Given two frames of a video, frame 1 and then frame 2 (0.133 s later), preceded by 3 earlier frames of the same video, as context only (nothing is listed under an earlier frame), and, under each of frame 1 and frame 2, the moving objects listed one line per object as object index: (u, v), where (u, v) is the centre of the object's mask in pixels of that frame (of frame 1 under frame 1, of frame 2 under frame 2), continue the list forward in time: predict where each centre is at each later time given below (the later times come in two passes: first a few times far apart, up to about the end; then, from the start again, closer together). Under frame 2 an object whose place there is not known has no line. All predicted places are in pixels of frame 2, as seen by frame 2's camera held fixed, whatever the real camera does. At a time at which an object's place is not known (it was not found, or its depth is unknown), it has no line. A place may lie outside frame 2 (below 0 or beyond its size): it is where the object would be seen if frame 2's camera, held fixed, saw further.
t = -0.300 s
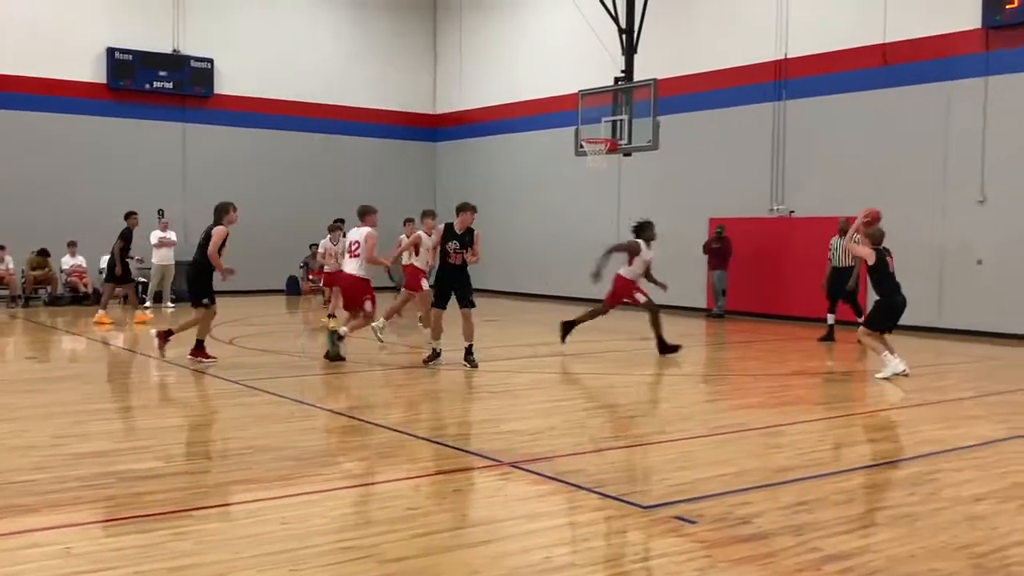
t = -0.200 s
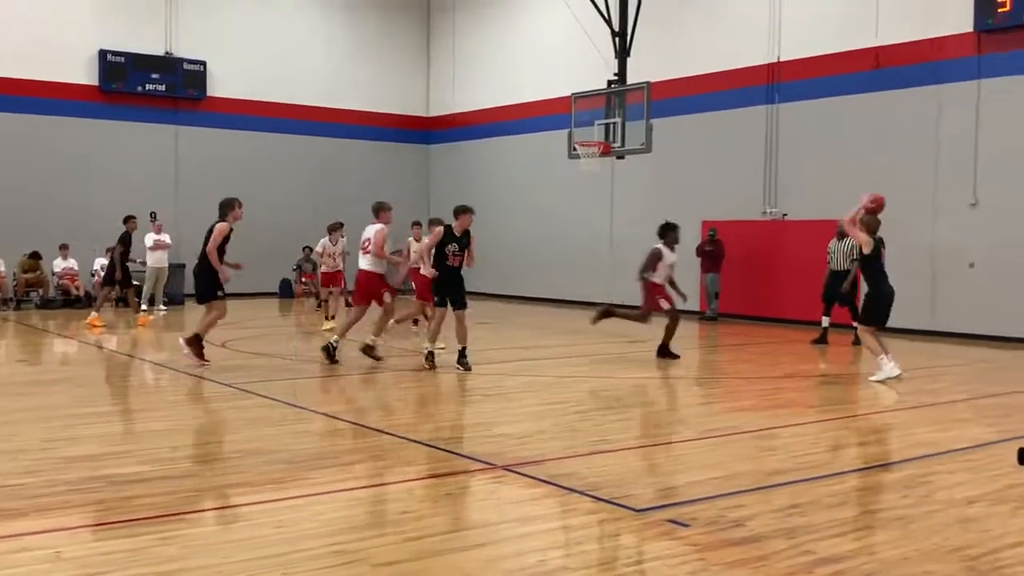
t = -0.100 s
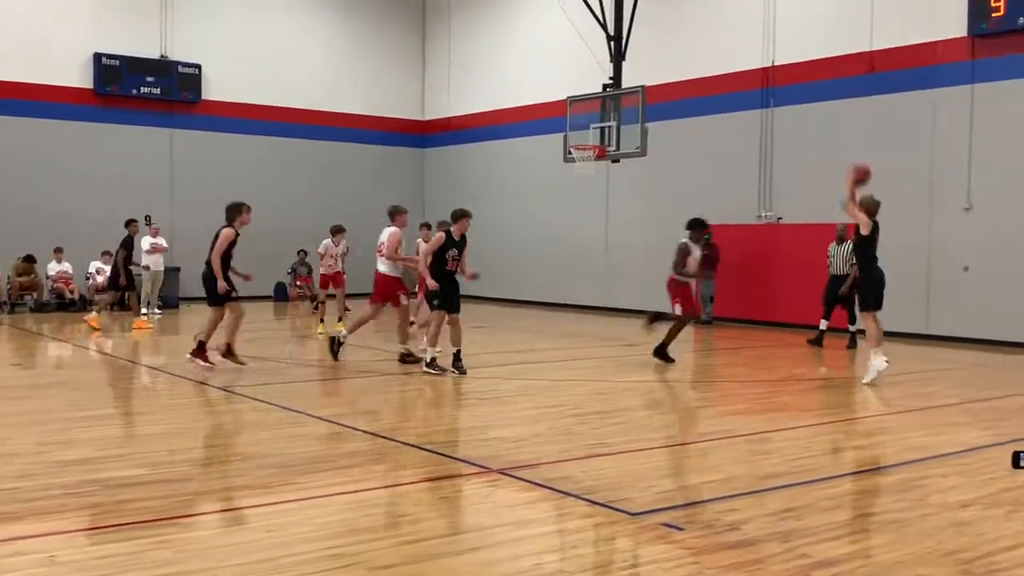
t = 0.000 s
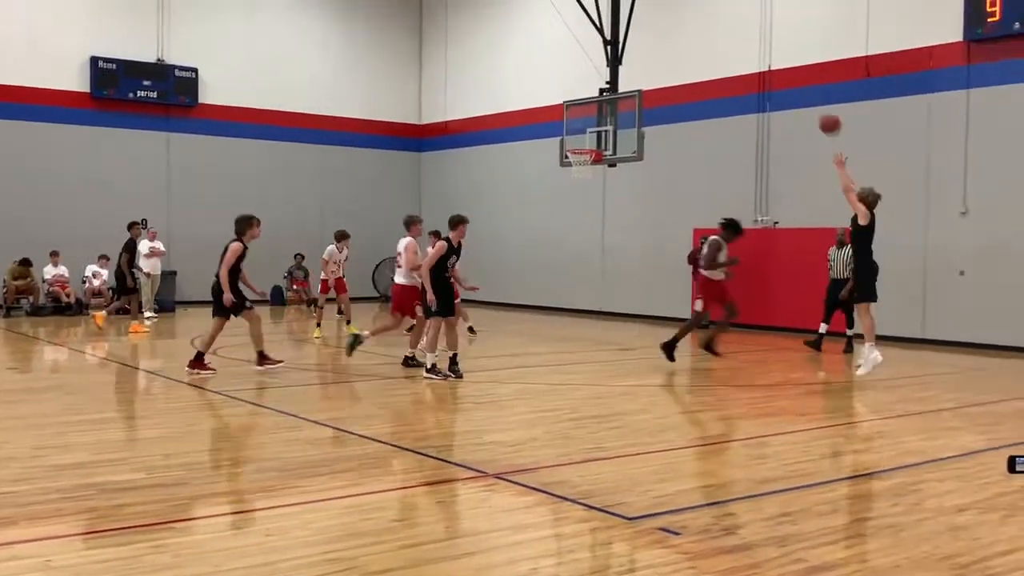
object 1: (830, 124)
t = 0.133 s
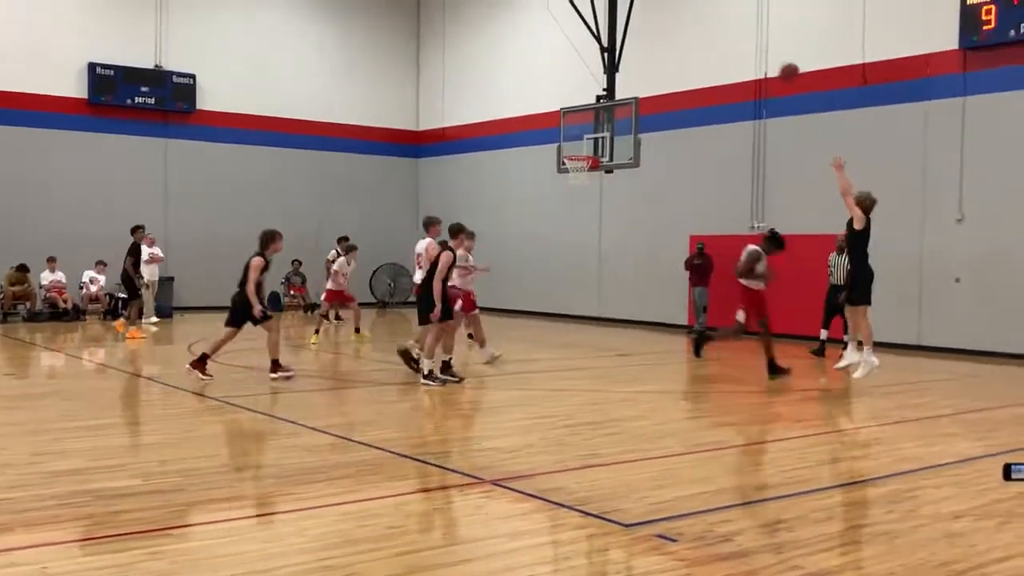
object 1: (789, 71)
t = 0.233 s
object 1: (764, 42)
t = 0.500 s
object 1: (704, 4)
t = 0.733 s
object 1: (658, 17)
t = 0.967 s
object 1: (618, 64)
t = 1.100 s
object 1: (598, 101)
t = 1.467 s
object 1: (580, 141)
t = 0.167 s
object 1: (780, 61)
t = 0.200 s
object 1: (772, 51)
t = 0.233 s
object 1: (764, 42)
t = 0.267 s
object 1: (755, 33)
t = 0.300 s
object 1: (748, 26)
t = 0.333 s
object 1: (740, 20)
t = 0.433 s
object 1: (718, 7)
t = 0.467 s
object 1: (710, 5)
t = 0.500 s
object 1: (704, 4)
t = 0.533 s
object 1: (697, 3)
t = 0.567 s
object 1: (690, 4)
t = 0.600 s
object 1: (683, 5)
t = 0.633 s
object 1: (677, 7)
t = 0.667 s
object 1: (670, 10)
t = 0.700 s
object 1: (664, 13)
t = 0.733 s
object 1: (658, 17)
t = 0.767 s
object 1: (652, 22)
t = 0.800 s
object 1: (646, 27)
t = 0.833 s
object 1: (640, 33)
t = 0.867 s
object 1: (635, 40)
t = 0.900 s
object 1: (629, 47)
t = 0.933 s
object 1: (624, 55)
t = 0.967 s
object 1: (618, 64)
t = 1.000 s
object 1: (612, 72)
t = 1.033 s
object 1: (607, 83)
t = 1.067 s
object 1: (603, 92)
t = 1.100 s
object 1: (598, 101)
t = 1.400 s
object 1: (578, 142)
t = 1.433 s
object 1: (579, 141)
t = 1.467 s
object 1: (580, 141)
